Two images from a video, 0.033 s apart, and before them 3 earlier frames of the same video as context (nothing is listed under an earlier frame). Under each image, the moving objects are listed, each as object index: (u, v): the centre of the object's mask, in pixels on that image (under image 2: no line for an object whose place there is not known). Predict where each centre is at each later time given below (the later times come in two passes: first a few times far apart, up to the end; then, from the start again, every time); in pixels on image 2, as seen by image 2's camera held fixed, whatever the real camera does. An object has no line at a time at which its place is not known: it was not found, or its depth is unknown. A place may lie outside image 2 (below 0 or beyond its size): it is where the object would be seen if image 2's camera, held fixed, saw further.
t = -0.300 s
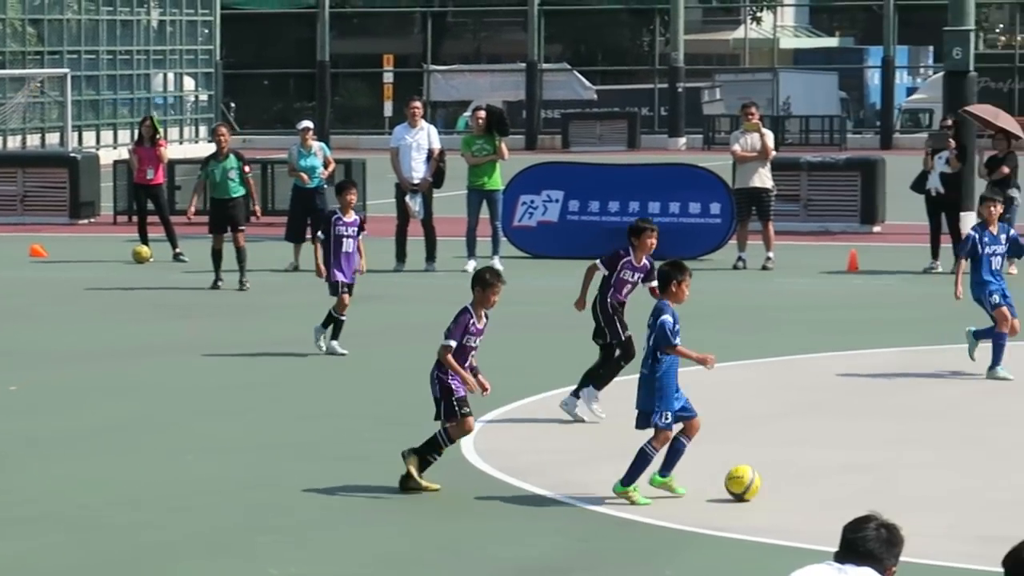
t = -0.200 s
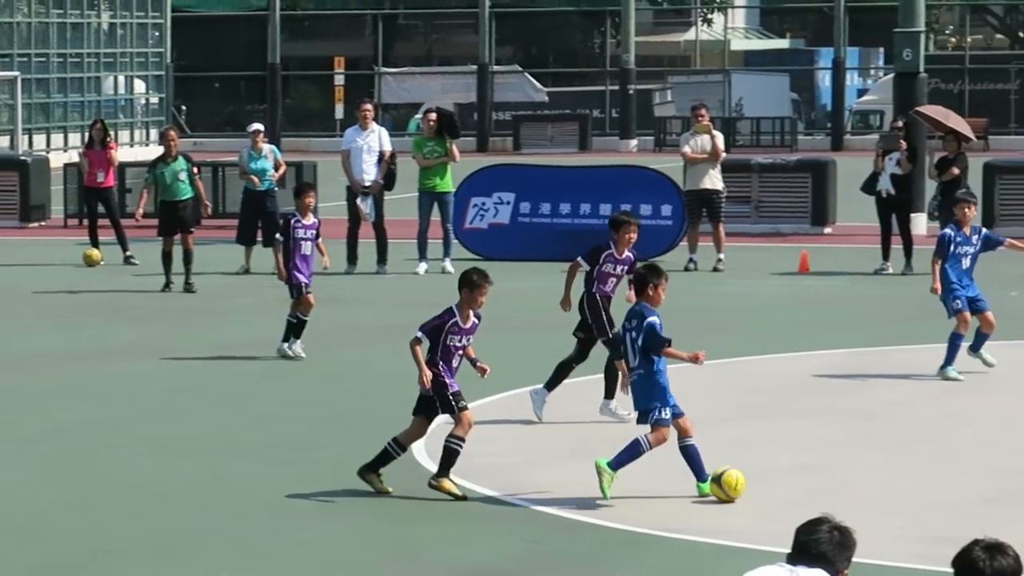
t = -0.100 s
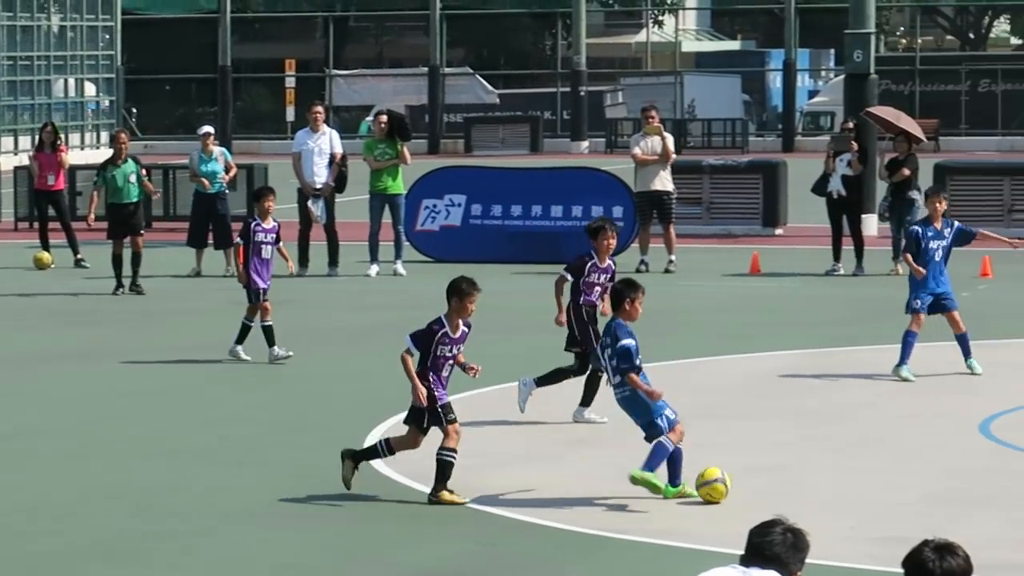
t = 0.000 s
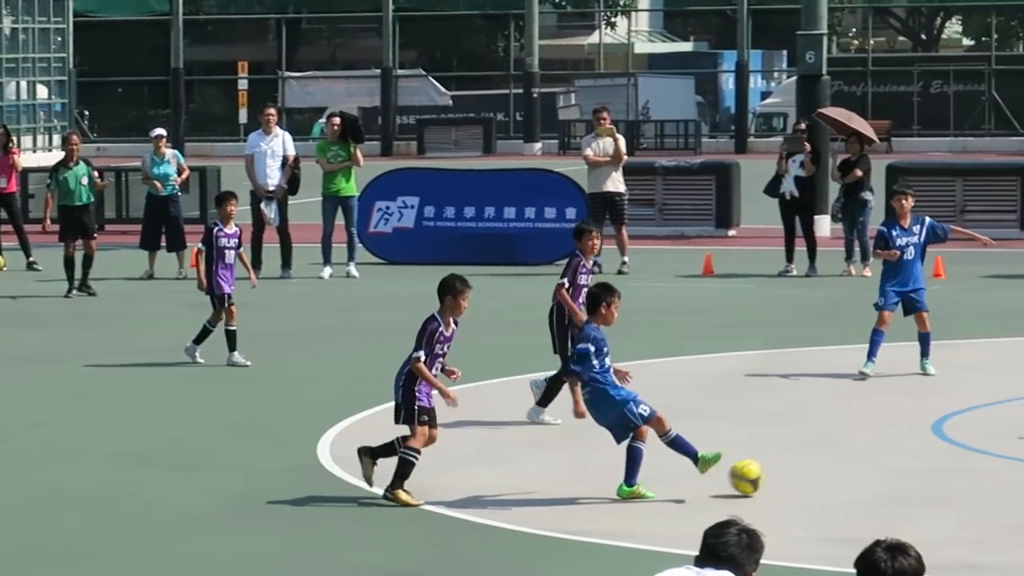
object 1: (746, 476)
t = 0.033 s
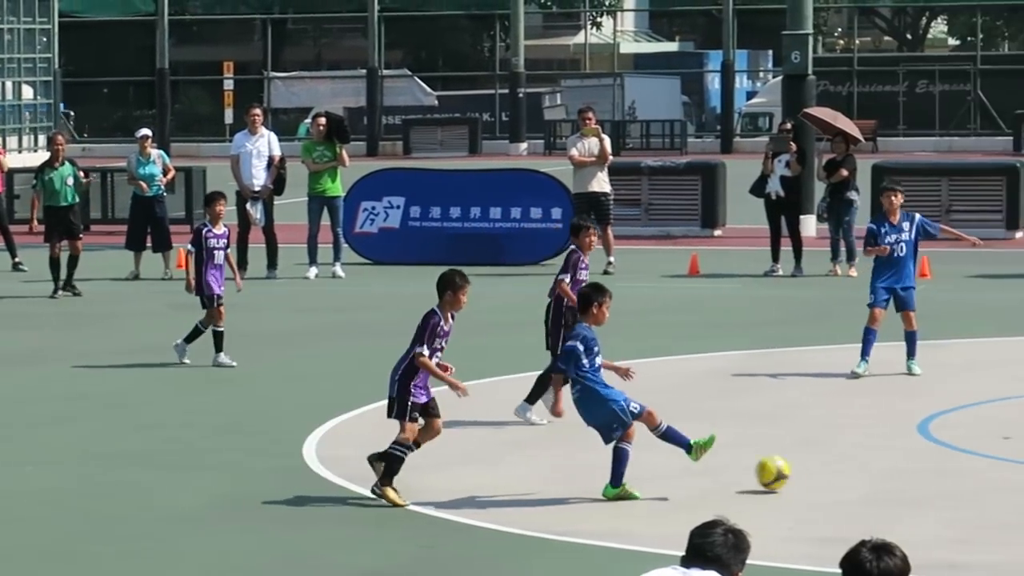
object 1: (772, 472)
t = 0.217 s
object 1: (964, 451)
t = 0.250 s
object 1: (995, 448)
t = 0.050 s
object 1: (792, 471)
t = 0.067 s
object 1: (812, 469)
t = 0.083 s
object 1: (832, 468)
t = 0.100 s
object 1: (849, 466)
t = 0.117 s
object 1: (867, 464)
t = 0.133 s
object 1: (884, 462)
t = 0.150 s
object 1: (901, 461)
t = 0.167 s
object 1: (918, 459)
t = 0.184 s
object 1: (934, 456)
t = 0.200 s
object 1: (949, 453)
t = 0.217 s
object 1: (964, 451)
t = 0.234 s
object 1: (979, 449)
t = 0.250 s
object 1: (995, 448)
